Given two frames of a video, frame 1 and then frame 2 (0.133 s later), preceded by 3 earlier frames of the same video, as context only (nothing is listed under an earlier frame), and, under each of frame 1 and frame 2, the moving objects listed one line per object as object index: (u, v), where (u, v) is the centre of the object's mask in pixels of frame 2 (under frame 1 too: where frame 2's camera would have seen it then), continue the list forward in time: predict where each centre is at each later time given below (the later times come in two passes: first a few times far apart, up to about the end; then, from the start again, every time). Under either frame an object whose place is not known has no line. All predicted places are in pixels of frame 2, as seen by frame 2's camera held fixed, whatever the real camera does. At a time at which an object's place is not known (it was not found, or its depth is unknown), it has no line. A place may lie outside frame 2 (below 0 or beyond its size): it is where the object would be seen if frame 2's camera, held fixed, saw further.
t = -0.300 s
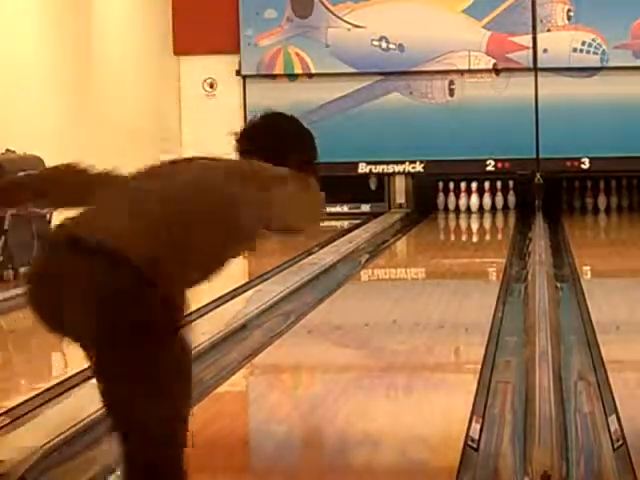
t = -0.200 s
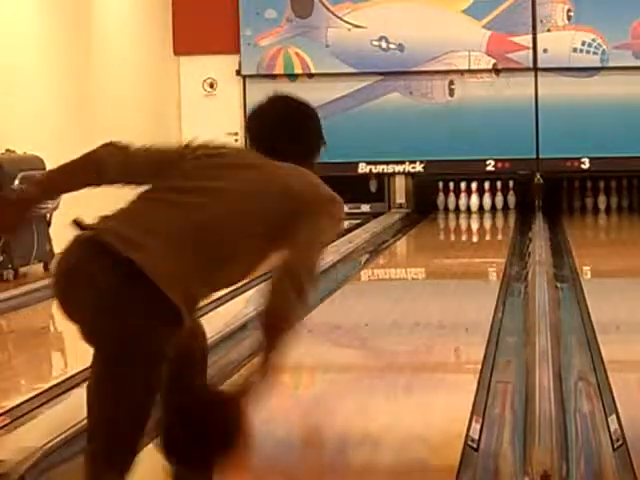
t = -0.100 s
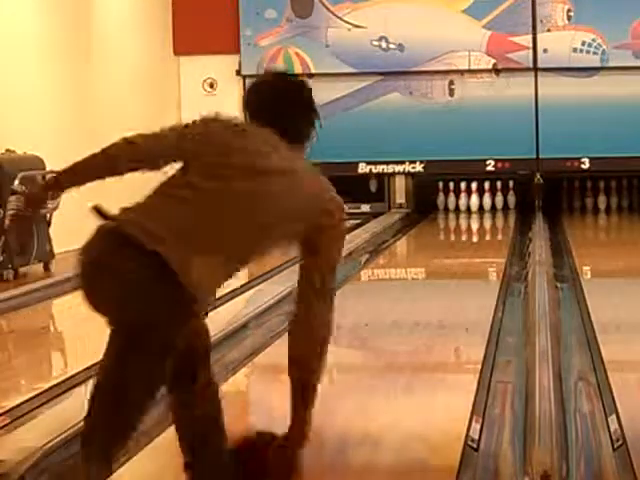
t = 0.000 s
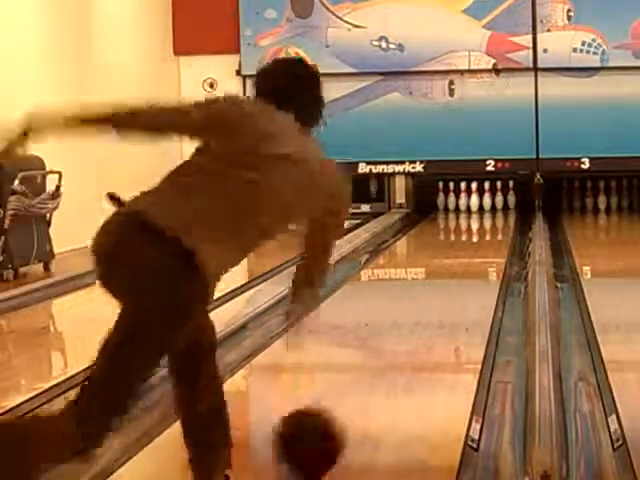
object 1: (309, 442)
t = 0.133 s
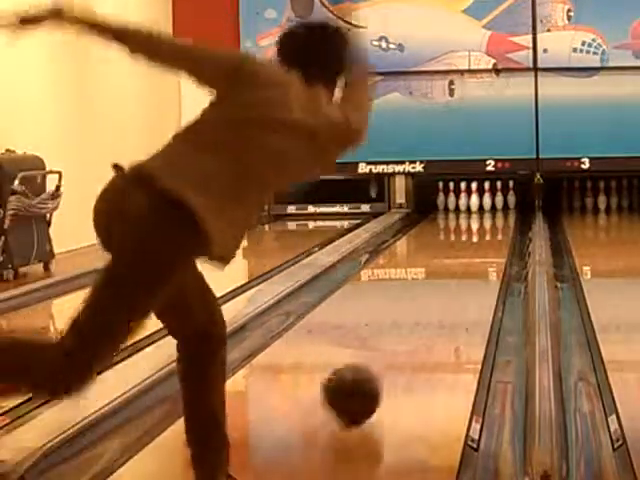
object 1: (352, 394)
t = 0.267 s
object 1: (384, 358)
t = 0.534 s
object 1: (425, 310)
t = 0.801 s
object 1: (451, 279)
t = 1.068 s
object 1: (468, 261)
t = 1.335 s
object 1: (480, 240)
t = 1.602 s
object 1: (486, 229)
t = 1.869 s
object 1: (488, 218)
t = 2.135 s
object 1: (487, 210)
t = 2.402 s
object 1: (477, 205)
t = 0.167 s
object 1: (361, 384)
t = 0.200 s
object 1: (369, 374)
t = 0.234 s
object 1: (376, 366)
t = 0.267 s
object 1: (384, 358)
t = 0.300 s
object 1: (390, 350)
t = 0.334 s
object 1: (396, 343)
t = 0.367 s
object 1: (401, 337)
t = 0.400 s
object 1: (407, 331)
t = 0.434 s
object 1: (412, 326)
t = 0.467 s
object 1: (416, 321)
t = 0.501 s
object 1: (421, 315)
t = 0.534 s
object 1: (425, 310)
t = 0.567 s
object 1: (429, 306)
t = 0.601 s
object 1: (432, 301)
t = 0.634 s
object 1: (436, 298)
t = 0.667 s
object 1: (439, 292)
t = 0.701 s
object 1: (443, 289)
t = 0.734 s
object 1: (446, 285)
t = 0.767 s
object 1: (448, 283)
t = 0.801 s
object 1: (451, 279)
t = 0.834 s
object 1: (454, 276)
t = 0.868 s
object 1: (456, 272)
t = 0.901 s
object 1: (458, 270)
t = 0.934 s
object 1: (460, 268)
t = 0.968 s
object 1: (462, 266)
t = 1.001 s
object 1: (464, 265)
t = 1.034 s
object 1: (466, 263)
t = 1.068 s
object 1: (468, 261)
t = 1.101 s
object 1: (472, 253)
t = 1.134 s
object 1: (473, 251)
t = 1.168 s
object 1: (474, 248)
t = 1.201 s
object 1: (475, 247)
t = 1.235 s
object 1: (475, 246)
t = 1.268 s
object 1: (475, 246)
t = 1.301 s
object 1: (477, 243)
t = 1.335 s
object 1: (480, 240)
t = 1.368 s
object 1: (481, 239)
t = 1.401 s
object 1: (481, 237)
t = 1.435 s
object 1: (482, 235)
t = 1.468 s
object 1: (482, 235)
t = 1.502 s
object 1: (484, 233)
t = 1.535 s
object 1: (485, 231)
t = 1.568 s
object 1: (485, 231)
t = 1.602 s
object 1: (486, 229)
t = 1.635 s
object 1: (487, 226)
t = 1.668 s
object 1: (487, 226)
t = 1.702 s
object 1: (487, 224)
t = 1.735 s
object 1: (488, 223)
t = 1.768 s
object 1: (488, 223)
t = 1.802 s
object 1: (488, 223)
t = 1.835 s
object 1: (488, 221)
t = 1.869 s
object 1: (488, 218)
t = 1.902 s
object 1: (489, 218)
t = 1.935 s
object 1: (488, 217)
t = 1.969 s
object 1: (489, 216)
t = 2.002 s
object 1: (487, 215)
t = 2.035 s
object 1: (487, 215)
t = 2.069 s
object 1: (487, 213)
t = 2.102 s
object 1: (487, 213)
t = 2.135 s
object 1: (487, 210)
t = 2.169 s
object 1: (486, 210)
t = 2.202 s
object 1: (486, 211)
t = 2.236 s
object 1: (483, 209)
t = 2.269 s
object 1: (482, 208)
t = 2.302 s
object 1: (481, 207)
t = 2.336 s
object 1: (480, 207)
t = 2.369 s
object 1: (478, 206)
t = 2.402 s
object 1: (477, 205)
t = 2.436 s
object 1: (476, 204)
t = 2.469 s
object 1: (475, 204)
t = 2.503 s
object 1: (476, 204)
